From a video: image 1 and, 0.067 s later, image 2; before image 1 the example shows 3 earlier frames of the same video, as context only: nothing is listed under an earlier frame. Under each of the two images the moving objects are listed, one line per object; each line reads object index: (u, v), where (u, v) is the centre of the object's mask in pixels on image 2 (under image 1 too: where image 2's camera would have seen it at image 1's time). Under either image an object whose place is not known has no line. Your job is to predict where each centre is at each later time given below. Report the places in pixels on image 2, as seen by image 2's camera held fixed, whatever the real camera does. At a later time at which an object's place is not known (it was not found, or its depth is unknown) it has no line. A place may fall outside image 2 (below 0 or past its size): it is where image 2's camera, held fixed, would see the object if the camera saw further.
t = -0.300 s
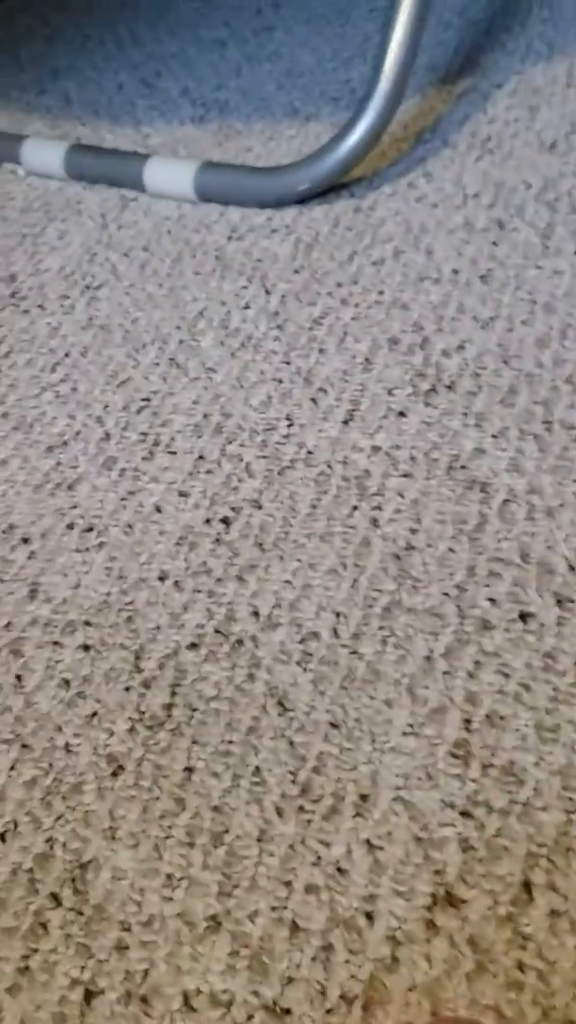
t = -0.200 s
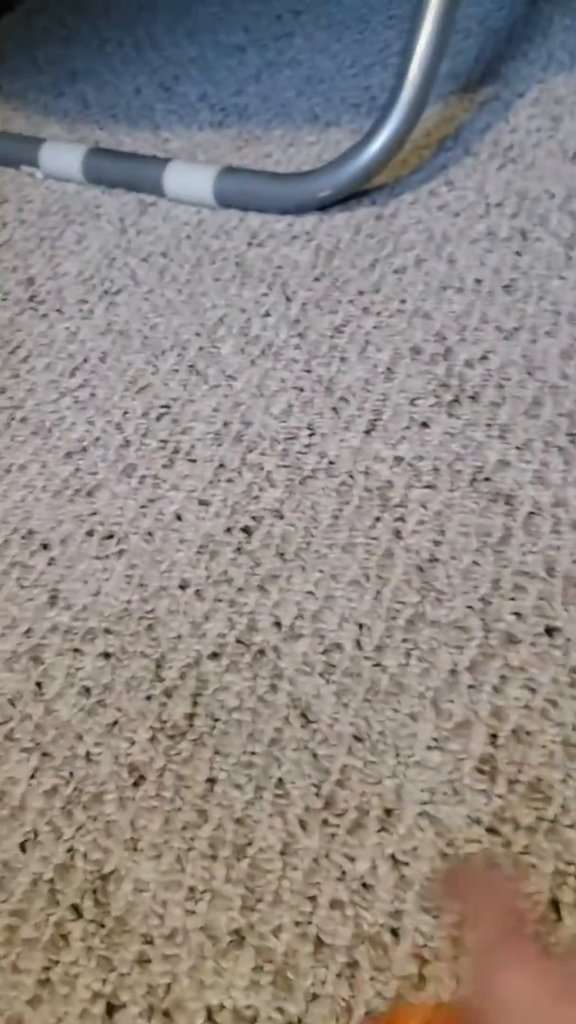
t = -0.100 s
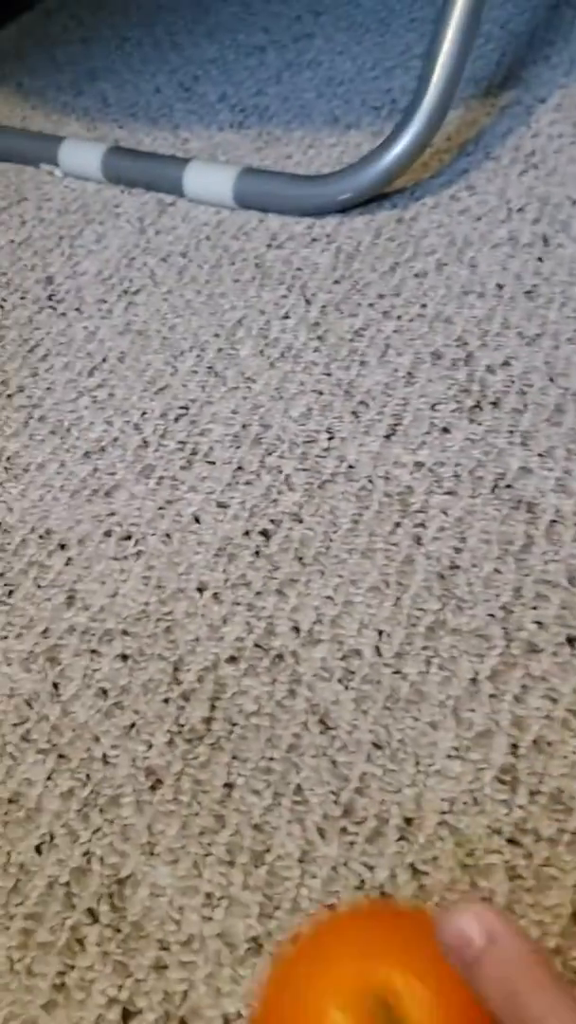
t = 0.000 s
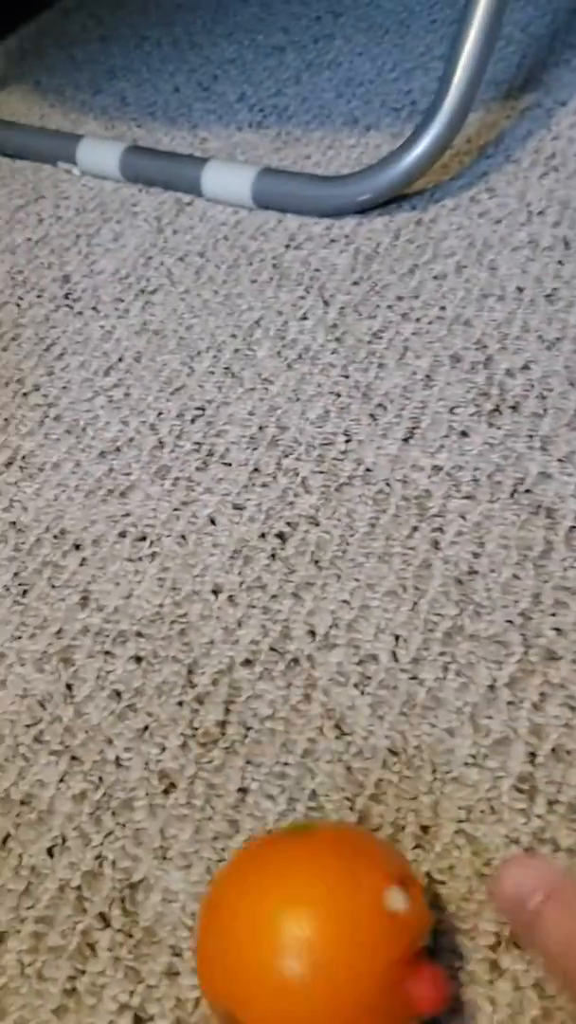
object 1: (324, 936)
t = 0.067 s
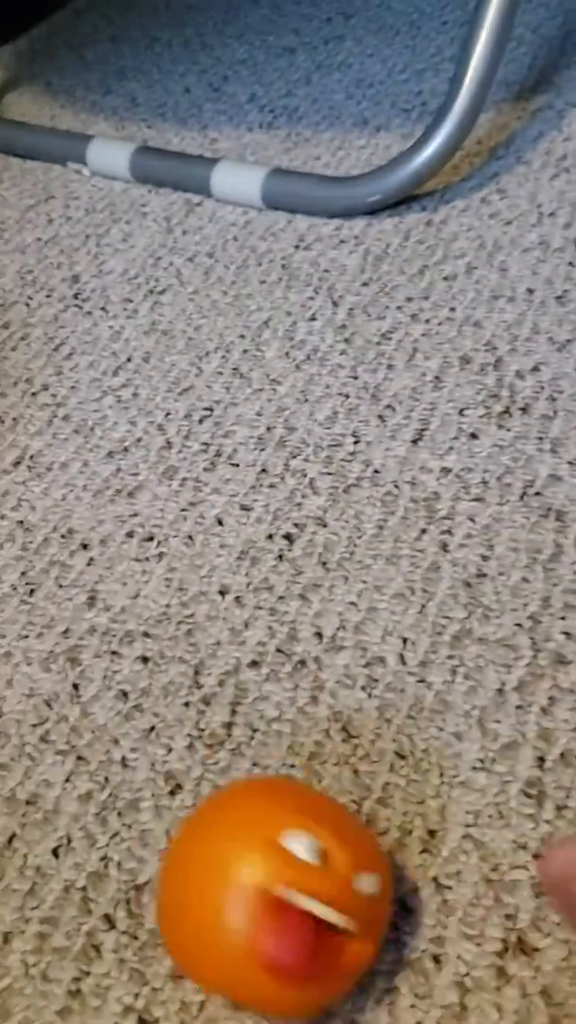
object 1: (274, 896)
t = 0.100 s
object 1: (252, 874)
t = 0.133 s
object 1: (230, 854)
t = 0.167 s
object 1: (207, 835)
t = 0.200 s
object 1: (186, 816)
